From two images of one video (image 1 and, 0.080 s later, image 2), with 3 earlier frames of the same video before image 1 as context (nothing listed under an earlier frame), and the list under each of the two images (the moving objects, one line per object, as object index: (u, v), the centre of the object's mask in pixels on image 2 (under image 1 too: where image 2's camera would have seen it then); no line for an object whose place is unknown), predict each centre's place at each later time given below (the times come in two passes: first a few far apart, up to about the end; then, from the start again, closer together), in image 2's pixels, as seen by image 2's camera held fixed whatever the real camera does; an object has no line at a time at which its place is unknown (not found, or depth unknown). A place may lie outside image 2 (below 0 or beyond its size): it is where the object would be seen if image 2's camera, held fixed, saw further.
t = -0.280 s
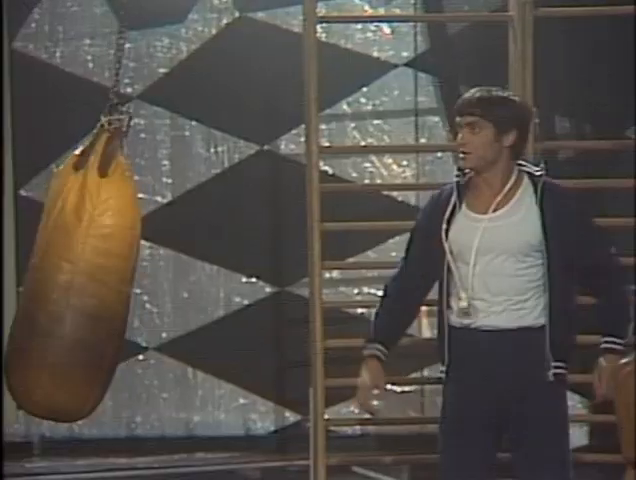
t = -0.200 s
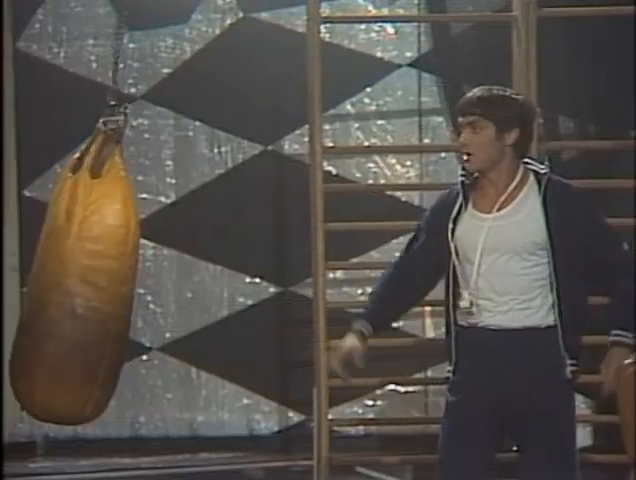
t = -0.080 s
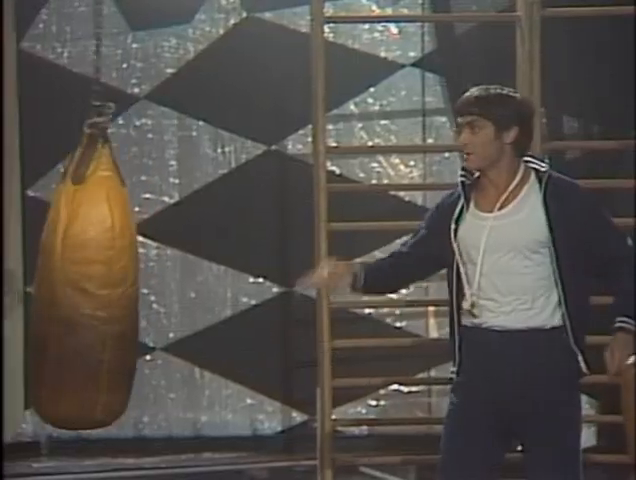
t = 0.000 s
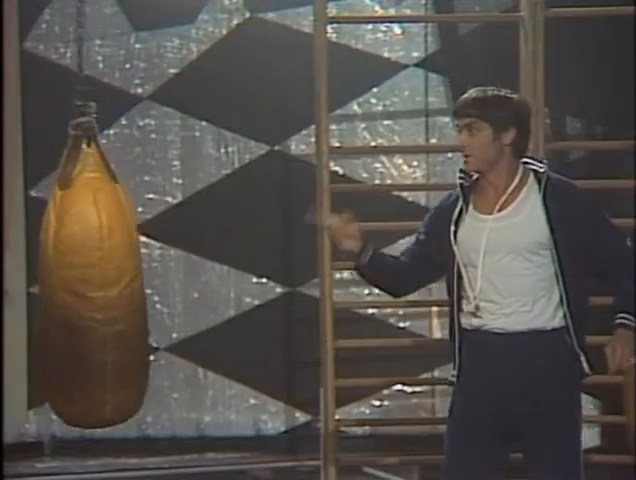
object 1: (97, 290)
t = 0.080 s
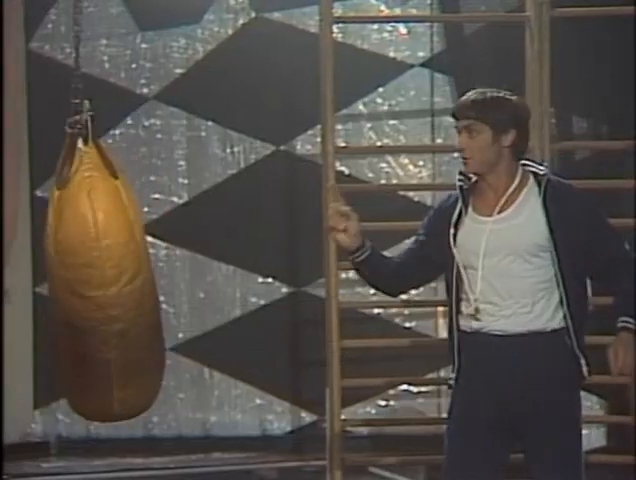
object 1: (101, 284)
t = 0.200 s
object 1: (109, 281)
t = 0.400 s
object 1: (126, 285)
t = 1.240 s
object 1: (233, 279)
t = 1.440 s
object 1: (257, 277)
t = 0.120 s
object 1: (103, 283)
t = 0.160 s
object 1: (106, 281)
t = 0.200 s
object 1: (109, 281)
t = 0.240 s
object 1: (113, 281)
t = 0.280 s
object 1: (116, 283)
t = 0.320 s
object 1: (119, 284)
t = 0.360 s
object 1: (121, 285)
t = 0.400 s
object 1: (126, 285)
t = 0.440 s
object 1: (130, 284)
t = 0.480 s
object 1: (136, 284)
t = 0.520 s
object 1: (141, 281)
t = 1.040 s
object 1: (209, 275)
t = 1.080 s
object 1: (214, 275)
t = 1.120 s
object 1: (219, 276)
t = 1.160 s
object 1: (224, 278)
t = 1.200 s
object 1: (228, 278)
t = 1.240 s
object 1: (233, 279)
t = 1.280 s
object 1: (238, 280)
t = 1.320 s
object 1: (243, 281)
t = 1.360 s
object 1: (248, 279)
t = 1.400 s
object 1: (252, 278)
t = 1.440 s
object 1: (257, 277)
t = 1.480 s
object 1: (262, 276)
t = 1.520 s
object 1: (265, 276)
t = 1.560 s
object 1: (270, 276)
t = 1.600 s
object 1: (276, 280)
